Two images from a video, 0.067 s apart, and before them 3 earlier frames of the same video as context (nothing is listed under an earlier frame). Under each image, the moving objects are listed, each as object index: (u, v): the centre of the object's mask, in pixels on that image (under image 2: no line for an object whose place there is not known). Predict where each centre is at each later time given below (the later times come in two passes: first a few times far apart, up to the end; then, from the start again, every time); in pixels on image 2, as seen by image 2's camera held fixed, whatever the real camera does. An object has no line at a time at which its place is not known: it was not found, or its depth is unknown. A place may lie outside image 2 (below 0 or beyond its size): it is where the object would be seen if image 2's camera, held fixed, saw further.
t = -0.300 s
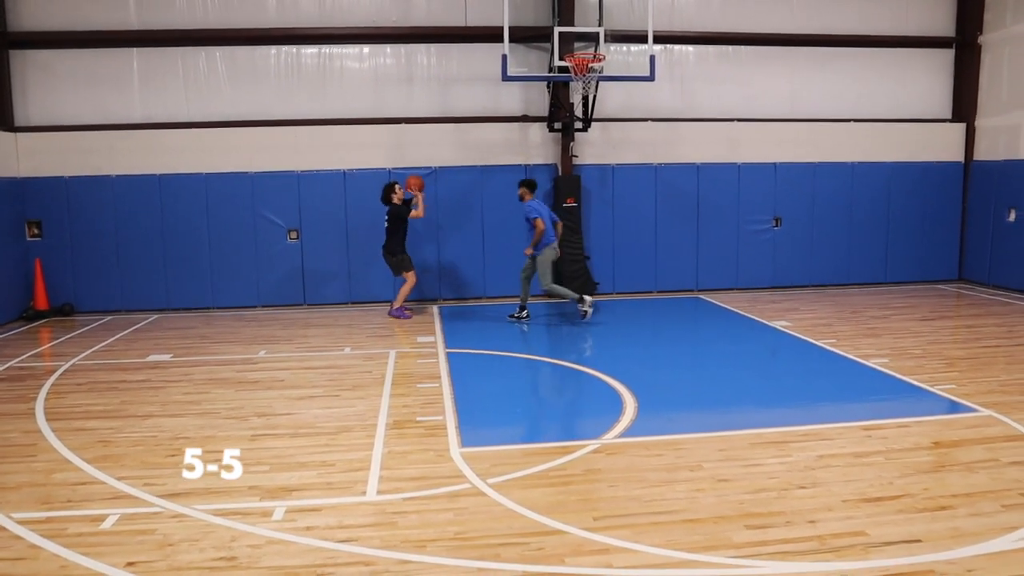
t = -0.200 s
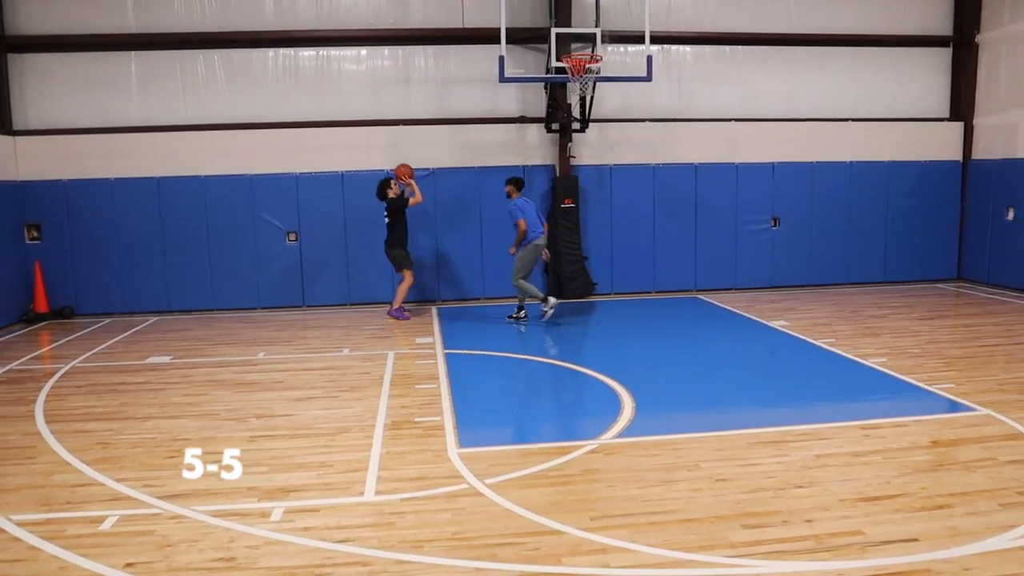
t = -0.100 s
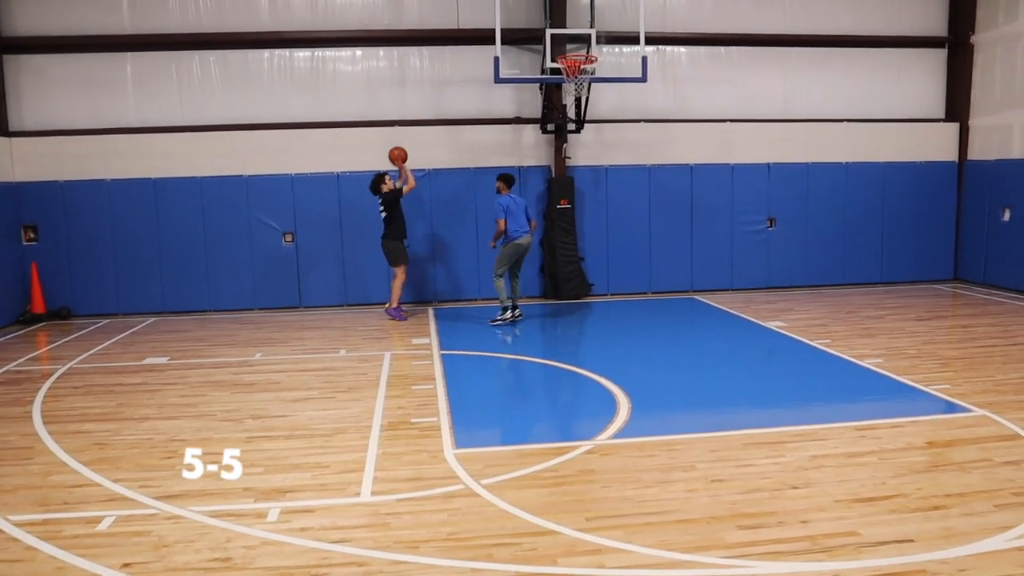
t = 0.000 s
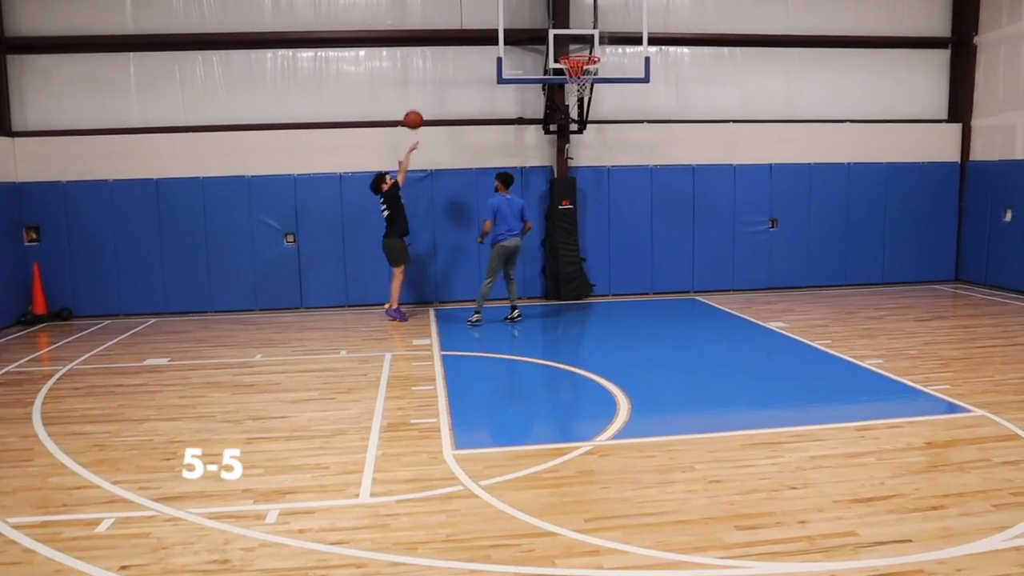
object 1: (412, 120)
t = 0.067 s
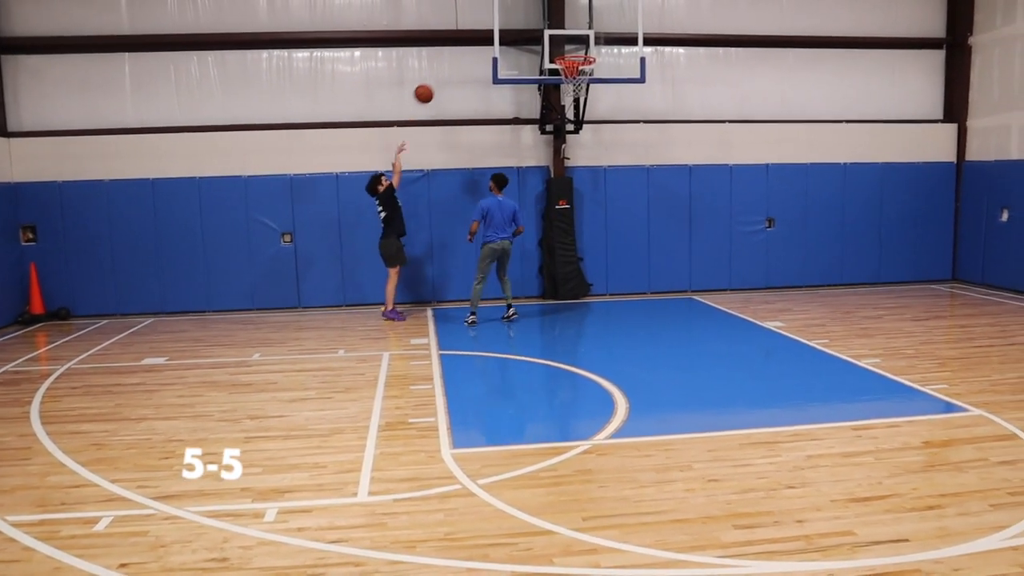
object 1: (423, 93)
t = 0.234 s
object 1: (464, 44)
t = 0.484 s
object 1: (521, 13)
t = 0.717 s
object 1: (578, 31)
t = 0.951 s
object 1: (610, 34)
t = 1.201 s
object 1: (634, 57)
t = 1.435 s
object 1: (655, 128)
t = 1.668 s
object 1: (678, 245)
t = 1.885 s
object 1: (700, 264)
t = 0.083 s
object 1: (428, 87)
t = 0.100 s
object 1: (432, 82)
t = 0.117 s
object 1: (436, 76)
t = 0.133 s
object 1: (440, 71)
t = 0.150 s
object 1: (444, 66)
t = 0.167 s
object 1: (448, 61)
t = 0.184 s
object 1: (452, 56)
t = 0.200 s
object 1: (456, 52)
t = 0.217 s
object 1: (459, 47)
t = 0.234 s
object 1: (464, 44)
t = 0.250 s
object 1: (468, 40)
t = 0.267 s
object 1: (471, 37)
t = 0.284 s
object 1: (475, 33)
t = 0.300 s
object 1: (479, 31)
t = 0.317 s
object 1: (483, 28)
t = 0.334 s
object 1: (486, 26)
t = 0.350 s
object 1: (490, 23)
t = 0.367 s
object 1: (495, 21)
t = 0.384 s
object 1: (499, 19)
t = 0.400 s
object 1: (502, 18)
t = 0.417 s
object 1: (506, 17)
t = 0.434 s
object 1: (510, 15)
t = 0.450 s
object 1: (513, 14)
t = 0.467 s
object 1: (517, 14)
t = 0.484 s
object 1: (521, 13)
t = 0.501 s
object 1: (525, 13)
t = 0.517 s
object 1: (529, 13)
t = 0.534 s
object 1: (533, 13)
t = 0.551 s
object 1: (537, 13)
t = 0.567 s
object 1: (541, 14)
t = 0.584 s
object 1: (545, 15)
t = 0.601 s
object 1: (549, 16)
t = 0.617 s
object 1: (554, 18)
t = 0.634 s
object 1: (557, 19)
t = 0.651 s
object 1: (561, 21)
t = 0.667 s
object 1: (565, 24)
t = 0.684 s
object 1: (569, 26)
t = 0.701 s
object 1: (573, 28)
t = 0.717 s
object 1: (578, 31)
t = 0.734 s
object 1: (581, 35)
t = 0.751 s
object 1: (585, 39)
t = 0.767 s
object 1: (590, 42)
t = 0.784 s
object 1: (594, 46)
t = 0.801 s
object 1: (596, 47)
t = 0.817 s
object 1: (598, 45)
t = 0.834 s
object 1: (599, 42)
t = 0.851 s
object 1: (600, 41)
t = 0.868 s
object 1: (602, 39)
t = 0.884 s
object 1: (604, 38)
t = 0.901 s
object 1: (606, 36)
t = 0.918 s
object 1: (607, 35)
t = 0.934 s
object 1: (608, 35)
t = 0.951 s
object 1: (610, 34)
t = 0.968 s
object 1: (612, 34)
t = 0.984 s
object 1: (613, 34)
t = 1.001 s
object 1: (614, 34)
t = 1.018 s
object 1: (616, 35)
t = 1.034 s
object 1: (617, 36)
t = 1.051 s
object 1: (619, 37)
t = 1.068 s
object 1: (620, 38)
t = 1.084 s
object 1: (622, 39)
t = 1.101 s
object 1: (623, 41)
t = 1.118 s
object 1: (624, 43)
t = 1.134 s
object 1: (627, 45)
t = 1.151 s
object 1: (629, 47)
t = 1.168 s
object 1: (631, 51)
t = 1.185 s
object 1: (633, 54)
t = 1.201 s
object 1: (634, 57)
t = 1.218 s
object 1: (635, 61)
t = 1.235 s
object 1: (637, 65)
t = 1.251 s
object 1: (638, 68)
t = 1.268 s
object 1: (640, 73)
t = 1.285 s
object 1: (642, 77)
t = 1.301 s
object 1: (643, 82)
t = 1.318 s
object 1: (644, 87)
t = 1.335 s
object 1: (646, 93)
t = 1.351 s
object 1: (648, 98)
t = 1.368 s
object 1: (650, 104)
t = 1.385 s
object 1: (651, 109)
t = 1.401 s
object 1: (652, 115)
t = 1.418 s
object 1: (654, 121)
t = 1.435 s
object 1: (655, 128)
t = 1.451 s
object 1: (656, 135)
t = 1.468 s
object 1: (657, 142)
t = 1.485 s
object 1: (658, 149)
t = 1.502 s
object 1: (659, 157)
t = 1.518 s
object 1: (661, 165)
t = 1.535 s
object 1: (663, 173)
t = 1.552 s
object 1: (664, 181)
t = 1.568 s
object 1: (667, 189)
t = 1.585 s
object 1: (669, 198)
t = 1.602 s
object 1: (671, 207)
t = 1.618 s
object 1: (671, 216)
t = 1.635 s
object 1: (674, 226)
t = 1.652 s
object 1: (677, 236)
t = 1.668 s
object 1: (678, 245)
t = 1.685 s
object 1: (679, 255)
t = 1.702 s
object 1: (681, 265)
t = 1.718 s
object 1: (683, 275)
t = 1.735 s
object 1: (683, 286)
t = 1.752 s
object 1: (686, 297)
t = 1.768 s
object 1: (689, 308)
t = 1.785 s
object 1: (691, 310)
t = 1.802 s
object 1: (692, 302)
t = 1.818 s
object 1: (691, 294)
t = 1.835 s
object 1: (691, 286)
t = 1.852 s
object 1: (696, 278)
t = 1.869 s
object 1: (698, 271)
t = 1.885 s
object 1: (700, 264)
